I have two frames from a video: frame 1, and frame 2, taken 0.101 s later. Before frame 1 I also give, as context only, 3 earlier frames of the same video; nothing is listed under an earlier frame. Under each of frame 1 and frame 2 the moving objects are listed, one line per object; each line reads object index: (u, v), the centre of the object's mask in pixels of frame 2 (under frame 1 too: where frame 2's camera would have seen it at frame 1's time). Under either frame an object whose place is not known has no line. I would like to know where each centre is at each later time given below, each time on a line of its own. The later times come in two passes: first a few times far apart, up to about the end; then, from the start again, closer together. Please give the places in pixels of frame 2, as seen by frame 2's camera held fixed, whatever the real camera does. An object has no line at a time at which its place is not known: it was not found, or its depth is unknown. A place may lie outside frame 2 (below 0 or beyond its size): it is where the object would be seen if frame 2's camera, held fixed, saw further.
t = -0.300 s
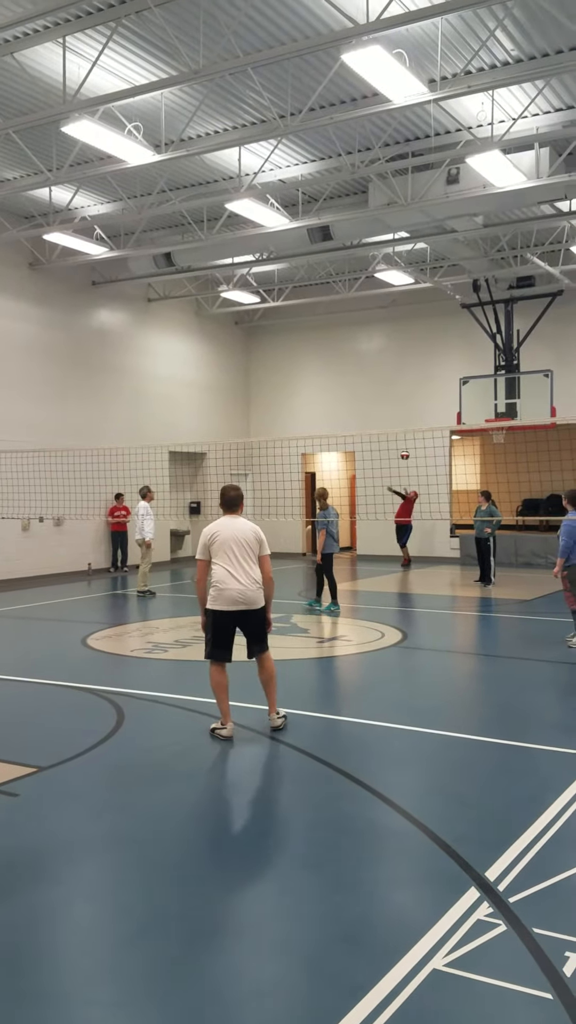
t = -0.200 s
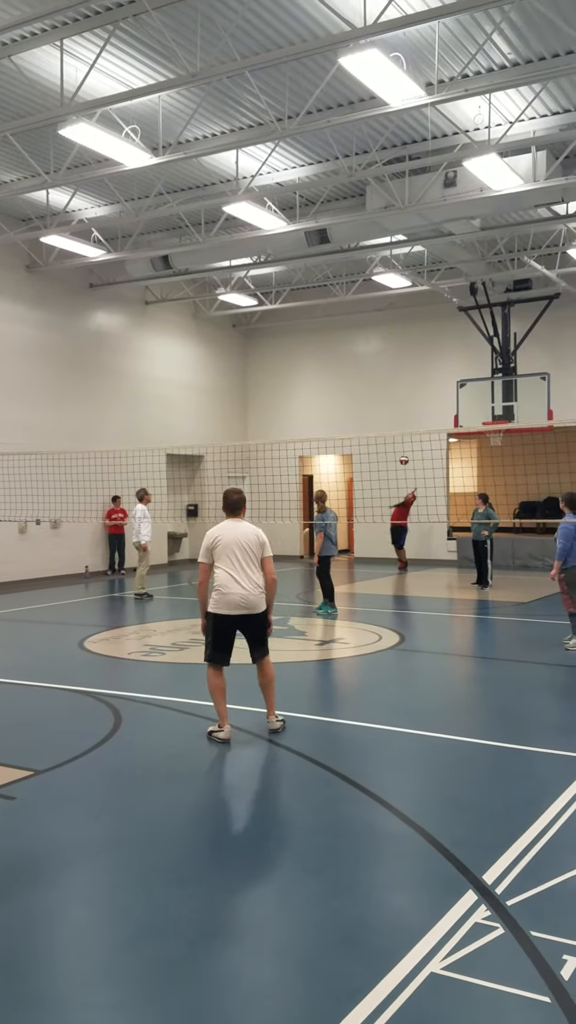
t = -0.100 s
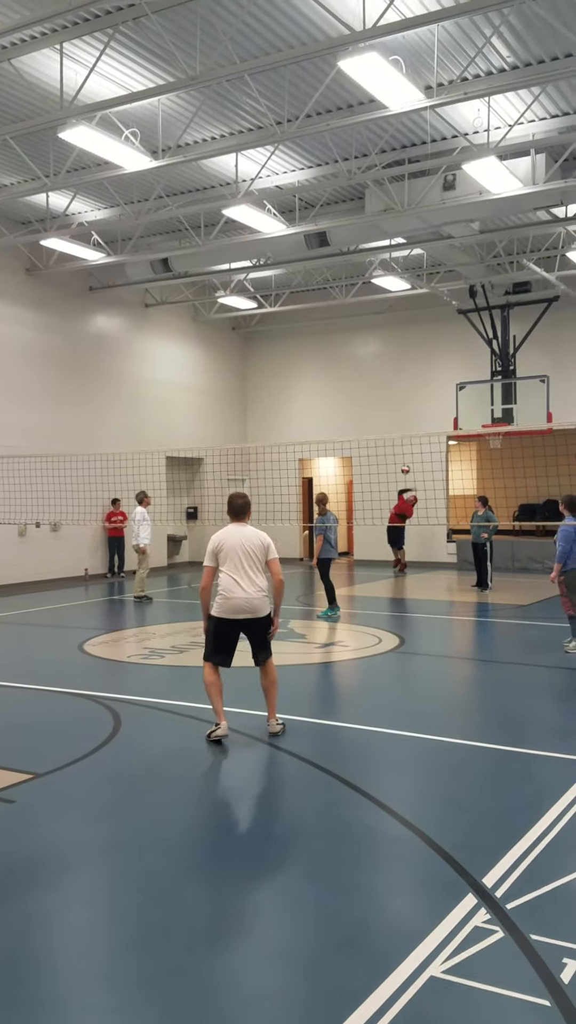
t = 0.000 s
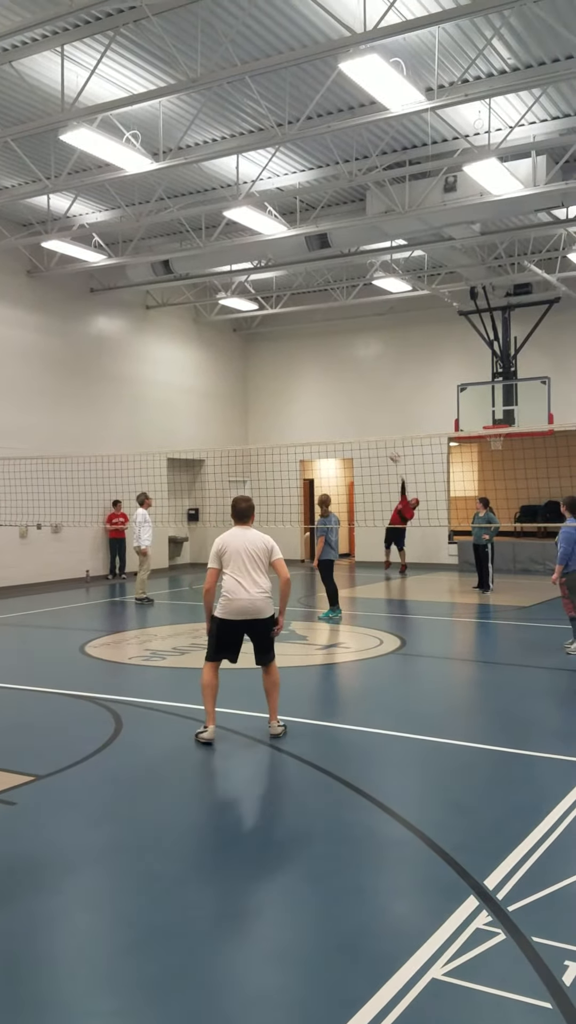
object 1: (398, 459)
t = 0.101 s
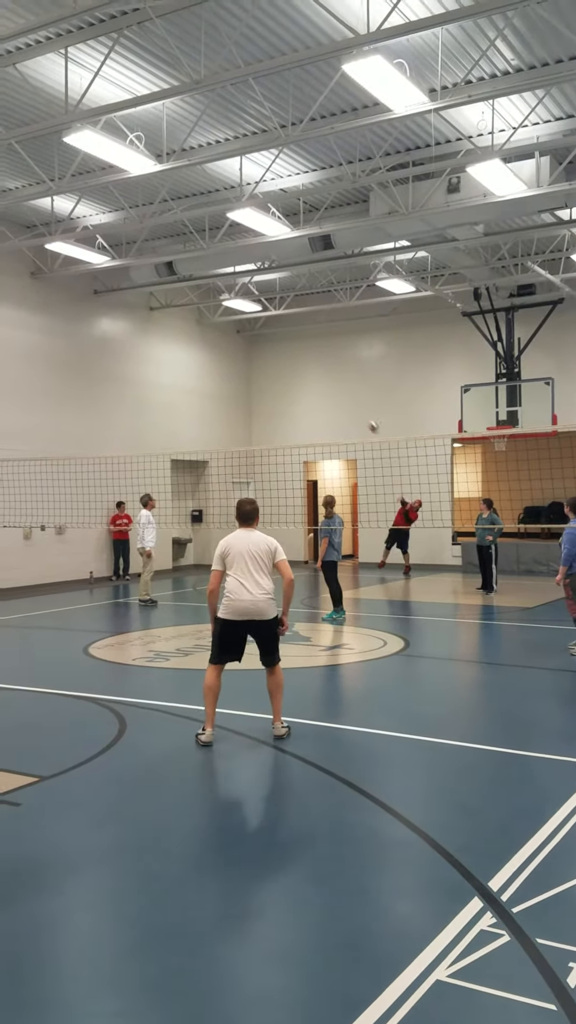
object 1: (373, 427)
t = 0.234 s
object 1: (340, 388)
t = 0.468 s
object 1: (270, 328)
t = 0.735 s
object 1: (162, 291)
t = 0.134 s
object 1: (365, 417)
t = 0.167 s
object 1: (357, 407)
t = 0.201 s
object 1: (348, 397)
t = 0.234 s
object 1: (340, 388)
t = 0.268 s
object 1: (331, 378)
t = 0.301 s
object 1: (321, 369)
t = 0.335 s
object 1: (312, 360)
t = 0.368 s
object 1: (302, 352)
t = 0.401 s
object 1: (291, 343)
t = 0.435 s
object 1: (280, 335)
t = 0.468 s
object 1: (270, 328)
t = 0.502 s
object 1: (259, 322)
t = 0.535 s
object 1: (247, 317)
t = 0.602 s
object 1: (221, 306)
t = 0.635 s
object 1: (207, 300)
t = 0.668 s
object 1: (193, 297)
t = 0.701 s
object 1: (179, 294)
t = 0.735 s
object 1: (162, 291)
